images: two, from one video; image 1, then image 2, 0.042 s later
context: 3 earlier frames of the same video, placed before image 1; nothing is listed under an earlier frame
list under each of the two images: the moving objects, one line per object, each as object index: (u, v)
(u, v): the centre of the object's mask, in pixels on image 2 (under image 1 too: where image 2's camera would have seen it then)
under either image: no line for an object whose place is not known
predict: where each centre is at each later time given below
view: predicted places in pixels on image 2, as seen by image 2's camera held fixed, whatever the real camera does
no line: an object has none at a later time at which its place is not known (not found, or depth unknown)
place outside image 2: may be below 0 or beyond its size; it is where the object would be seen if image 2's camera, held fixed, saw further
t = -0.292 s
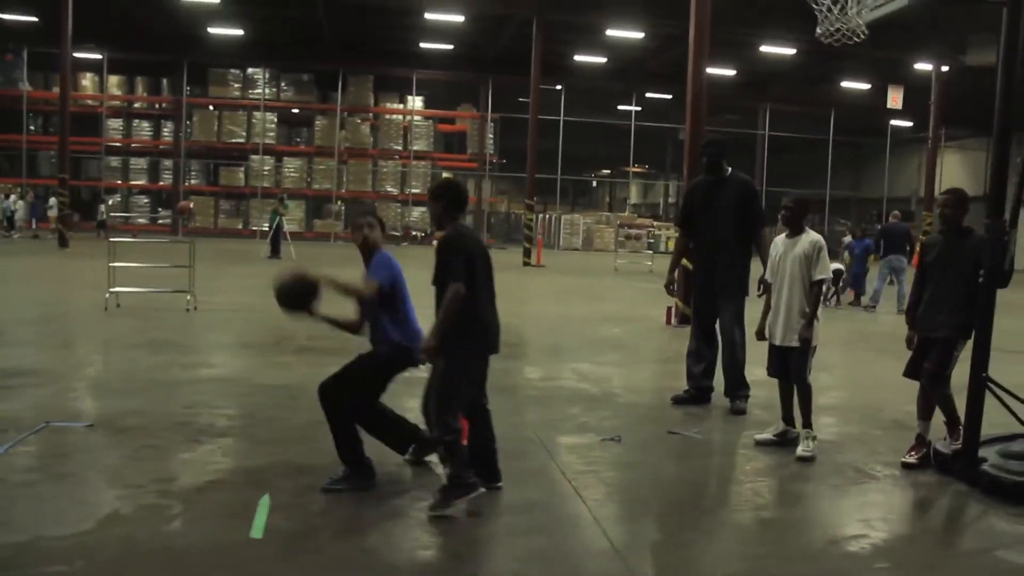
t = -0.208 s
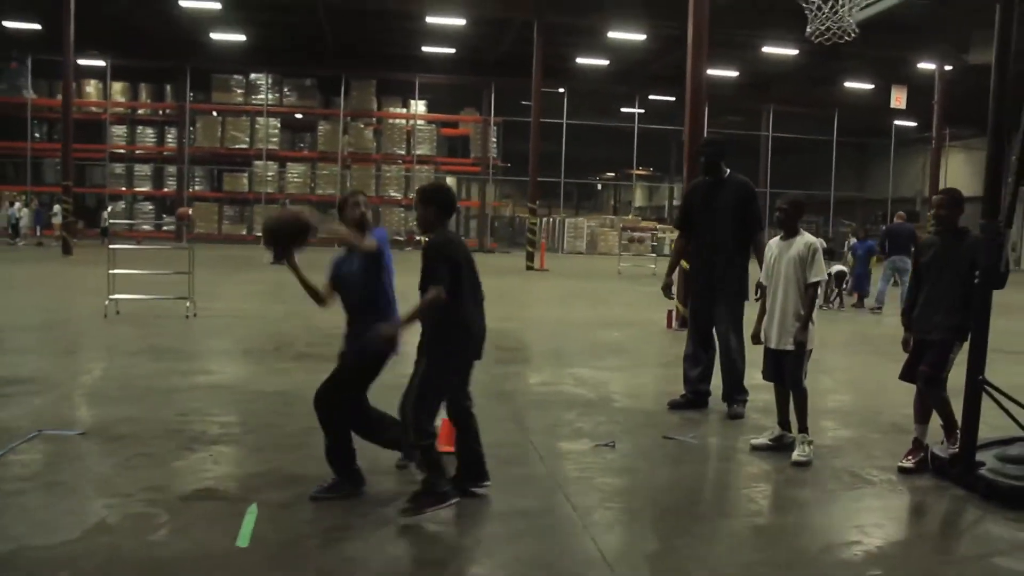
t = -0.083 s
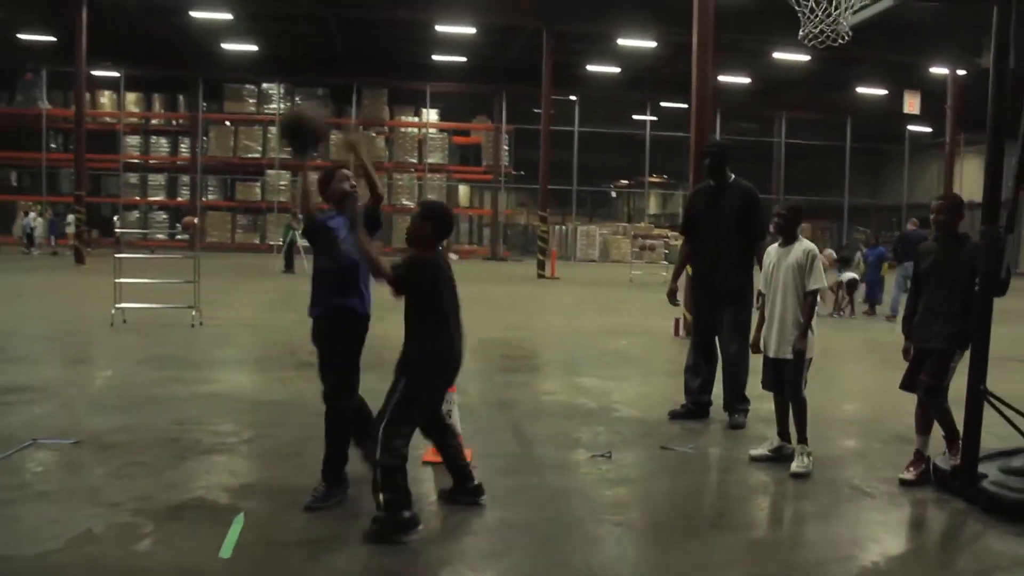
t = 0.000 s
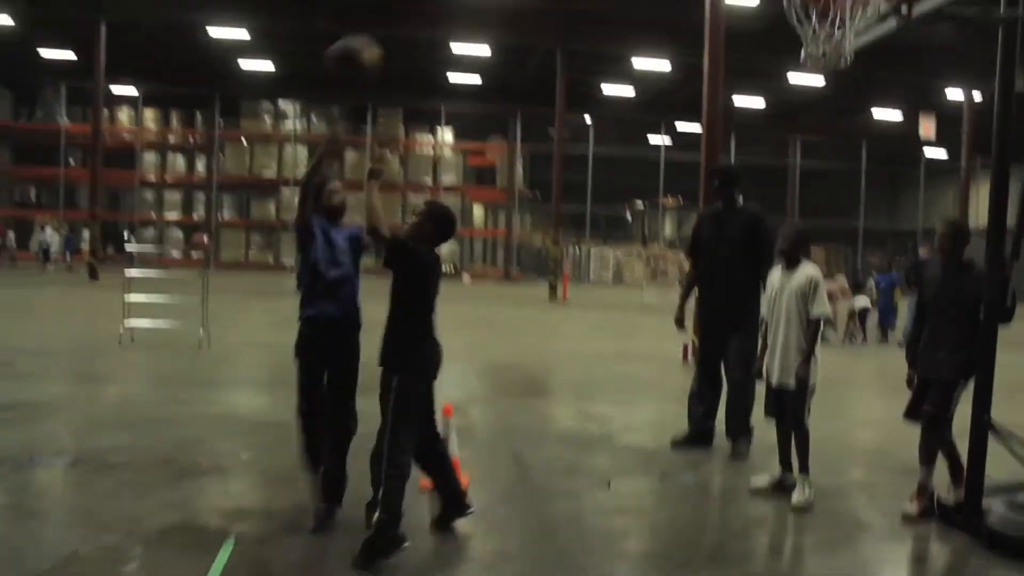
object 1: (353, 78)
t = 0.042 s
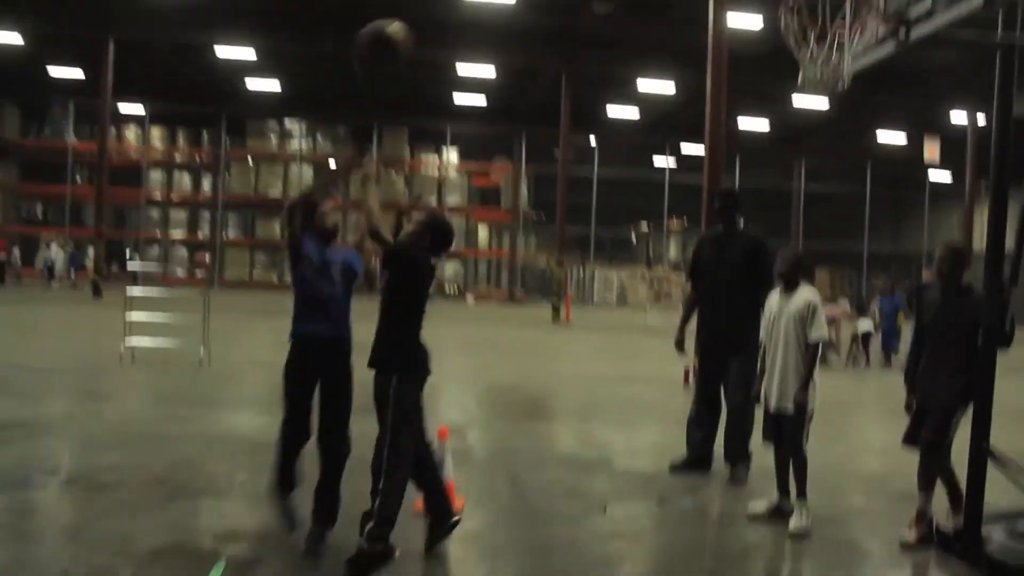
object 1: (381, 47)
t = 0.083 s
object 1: (415, 8)
